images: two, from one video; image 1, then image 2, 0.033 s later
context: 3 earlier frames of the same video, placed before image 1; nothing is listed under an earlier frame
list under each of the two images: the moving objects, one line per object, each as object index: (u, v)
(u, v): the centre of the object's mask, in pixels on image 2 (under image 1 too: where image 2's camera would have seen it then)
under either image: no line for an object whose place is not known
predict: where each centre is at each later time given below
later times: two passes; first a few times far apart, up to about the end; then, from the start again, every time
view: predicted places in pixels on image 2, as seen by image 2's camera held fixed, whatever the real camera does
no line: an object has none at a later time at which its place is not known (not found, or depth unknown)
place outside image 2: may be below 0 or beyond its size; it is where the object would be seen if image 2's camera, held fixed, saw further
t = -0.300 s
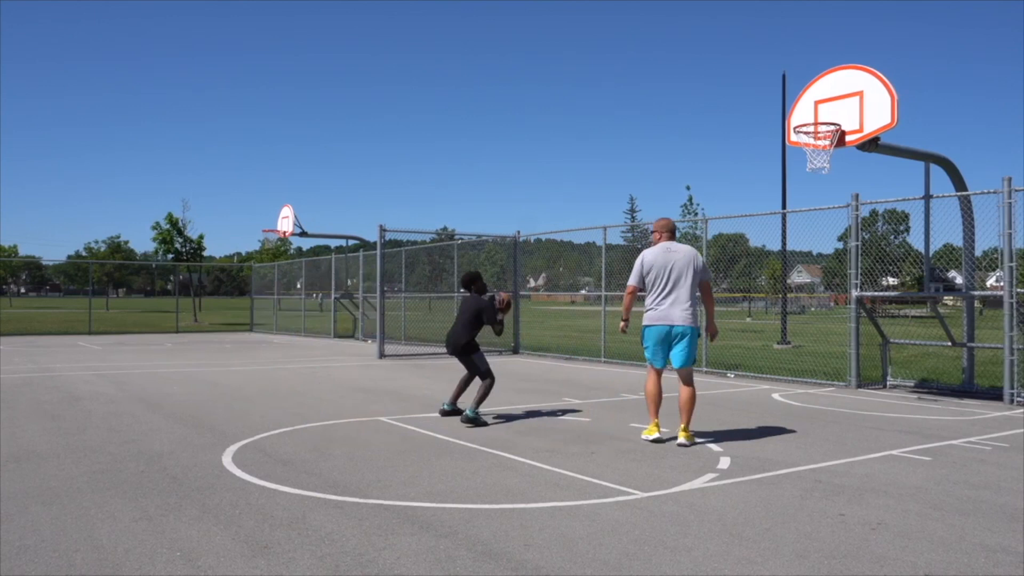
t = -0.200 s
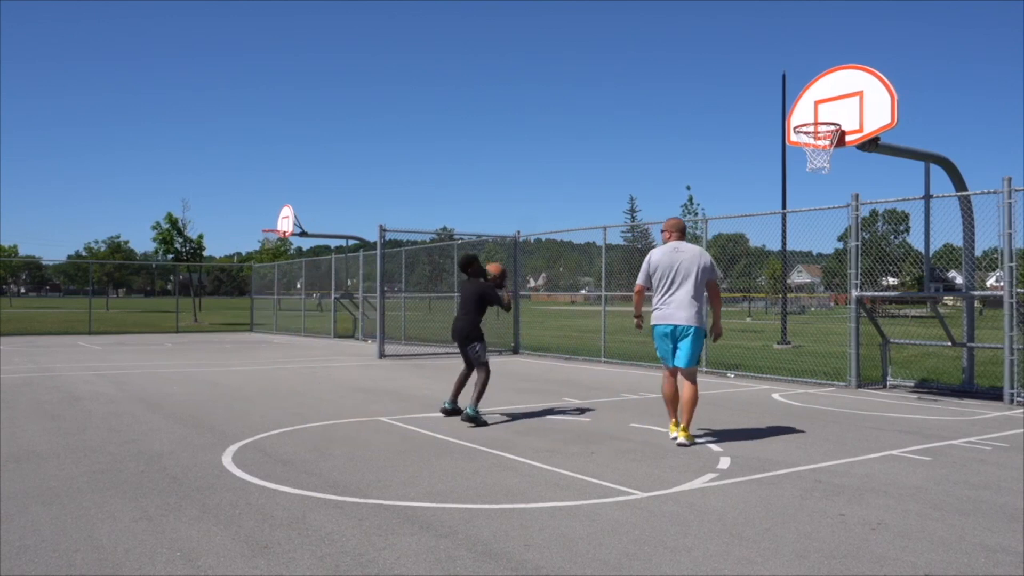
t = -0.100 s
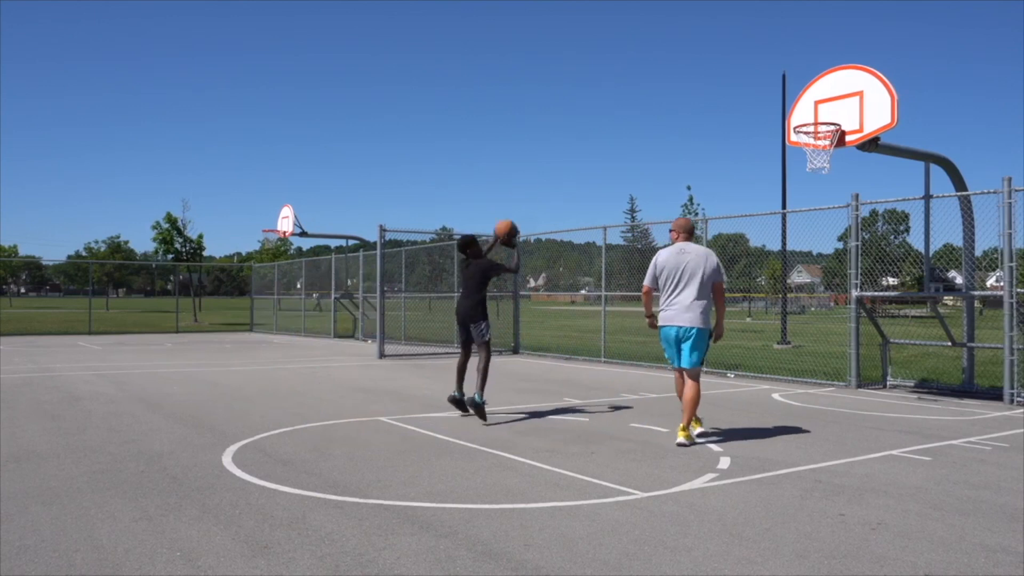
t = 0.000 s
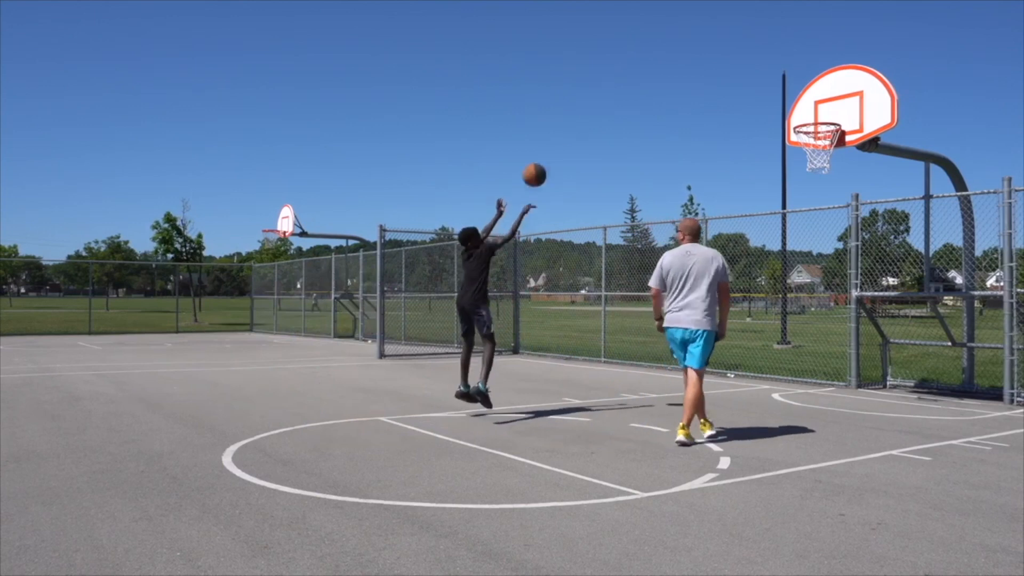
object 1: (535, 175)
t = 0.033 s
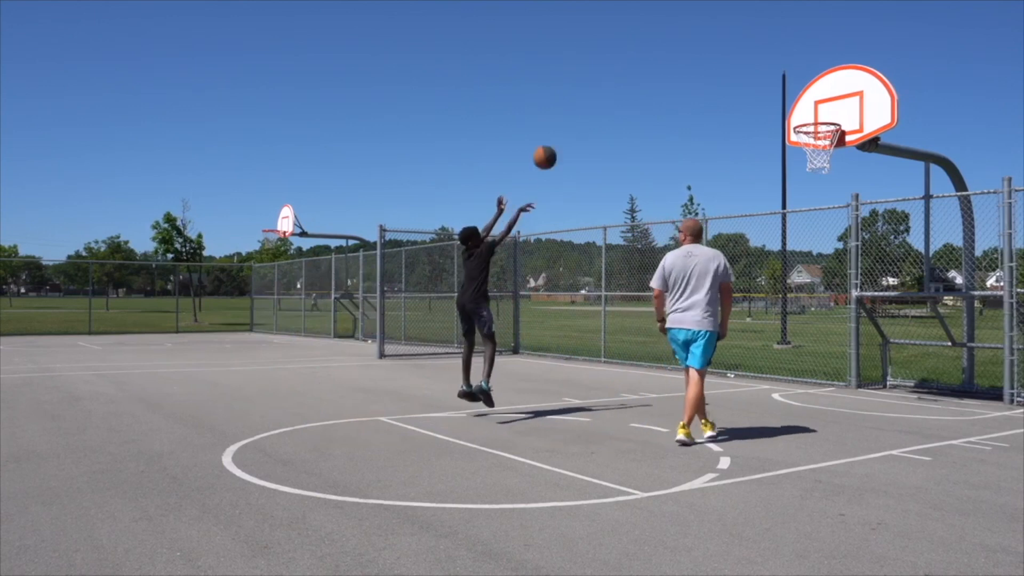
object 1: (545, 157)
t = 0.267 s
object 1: (617, 67)
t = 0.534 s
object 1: (695, 29)
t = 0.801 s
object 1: (769, 59)
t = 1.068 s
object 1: (824, 147)
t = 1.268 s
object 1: (796, 221)
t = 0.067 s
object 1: (555, 141)
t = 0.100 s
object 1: (566, 126)
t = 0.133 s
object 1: (576, 112)
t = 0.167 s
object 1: (587, 99)
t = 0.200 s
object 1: (597, 88)
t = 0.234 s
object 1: (607, 77)
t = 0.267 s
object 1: (617, 67)
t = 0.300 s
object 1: (627, 58)
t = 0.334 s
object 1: (636, 51)
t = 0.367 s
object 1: (646, 45)
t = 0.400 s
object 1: (656, 40)
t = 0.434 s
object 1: (666, 36)
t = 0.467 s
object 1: (676, 33)
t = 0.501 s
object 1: (685, 31)
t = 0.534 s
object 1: (695, 29)
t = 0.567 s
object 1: (704, 29)
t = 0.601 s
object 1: (714, 31)
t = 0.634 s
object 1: (723, 33)
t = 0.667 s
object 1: (732, 36)
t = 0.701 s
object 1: (742, 40)
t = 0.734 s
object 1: (751, 45)
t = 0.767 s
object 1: (760, 51)
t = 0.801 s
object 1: (769, 59)
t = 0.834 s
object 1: (778, 67)
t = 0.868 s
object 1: (788, 76)
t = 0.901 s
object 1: (797, 87)
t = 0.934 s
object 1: (806, 98)
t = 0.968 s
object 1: (814, 110)
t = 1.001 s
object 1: (823, 124)
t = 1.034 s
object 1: (827, 135)
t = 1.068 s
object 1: (824, 147)
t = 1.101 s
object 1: (820, 160)
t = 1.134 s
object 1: (813, 171)
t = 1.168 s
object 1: (808, 182)
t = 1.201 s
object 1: (804, 194)
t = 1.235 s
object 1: (799, 208)
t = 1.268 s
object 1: (796, 221)
